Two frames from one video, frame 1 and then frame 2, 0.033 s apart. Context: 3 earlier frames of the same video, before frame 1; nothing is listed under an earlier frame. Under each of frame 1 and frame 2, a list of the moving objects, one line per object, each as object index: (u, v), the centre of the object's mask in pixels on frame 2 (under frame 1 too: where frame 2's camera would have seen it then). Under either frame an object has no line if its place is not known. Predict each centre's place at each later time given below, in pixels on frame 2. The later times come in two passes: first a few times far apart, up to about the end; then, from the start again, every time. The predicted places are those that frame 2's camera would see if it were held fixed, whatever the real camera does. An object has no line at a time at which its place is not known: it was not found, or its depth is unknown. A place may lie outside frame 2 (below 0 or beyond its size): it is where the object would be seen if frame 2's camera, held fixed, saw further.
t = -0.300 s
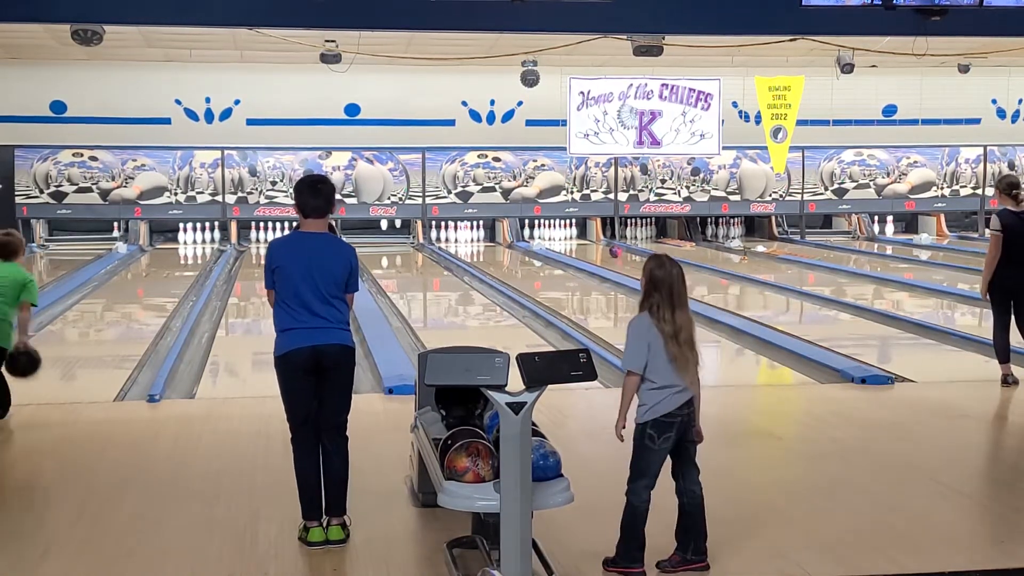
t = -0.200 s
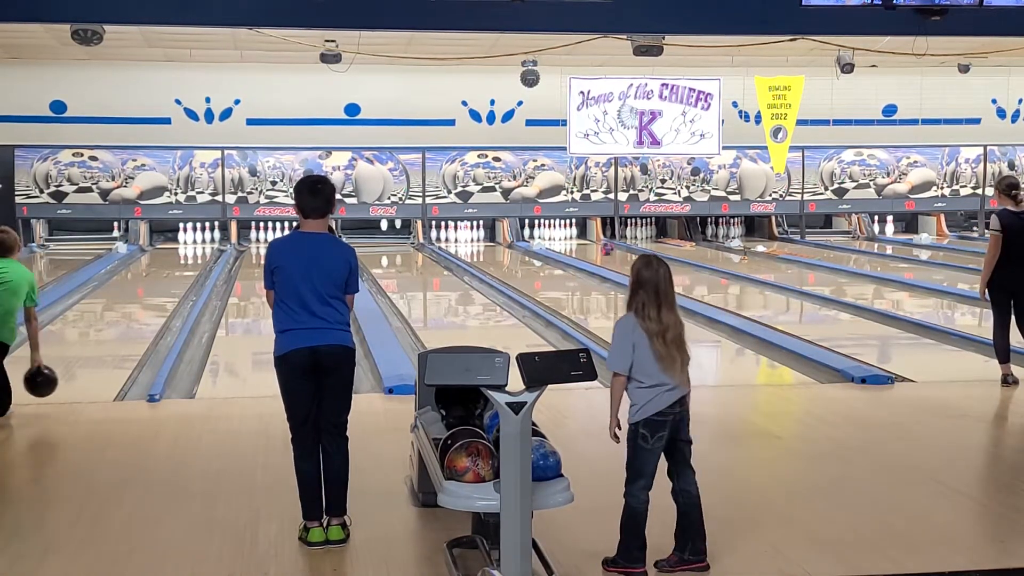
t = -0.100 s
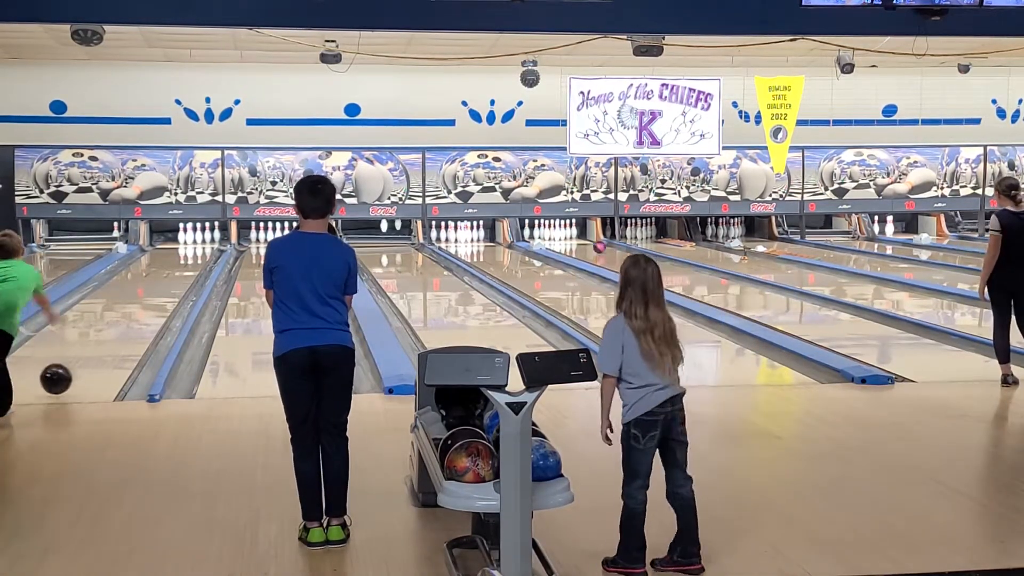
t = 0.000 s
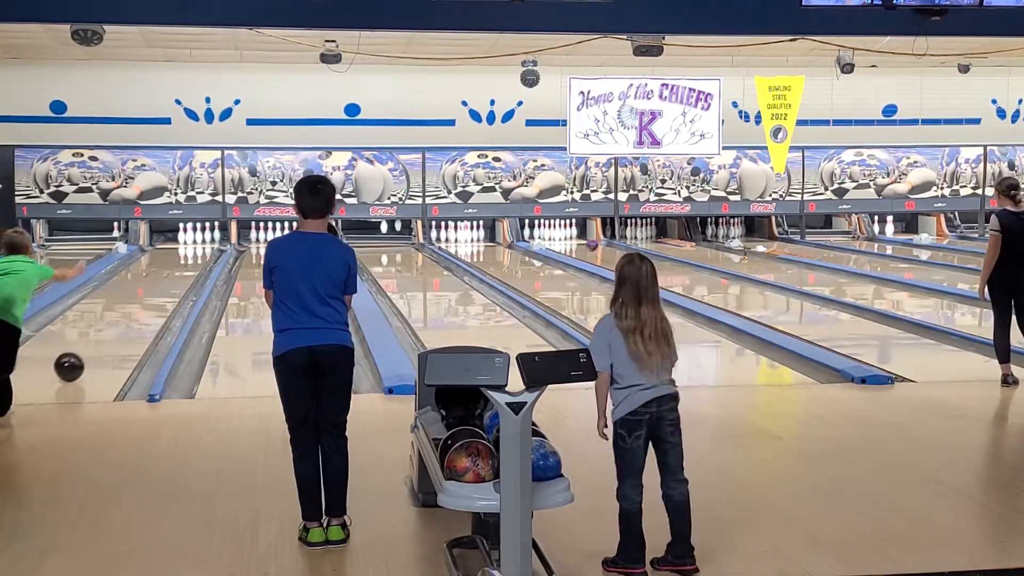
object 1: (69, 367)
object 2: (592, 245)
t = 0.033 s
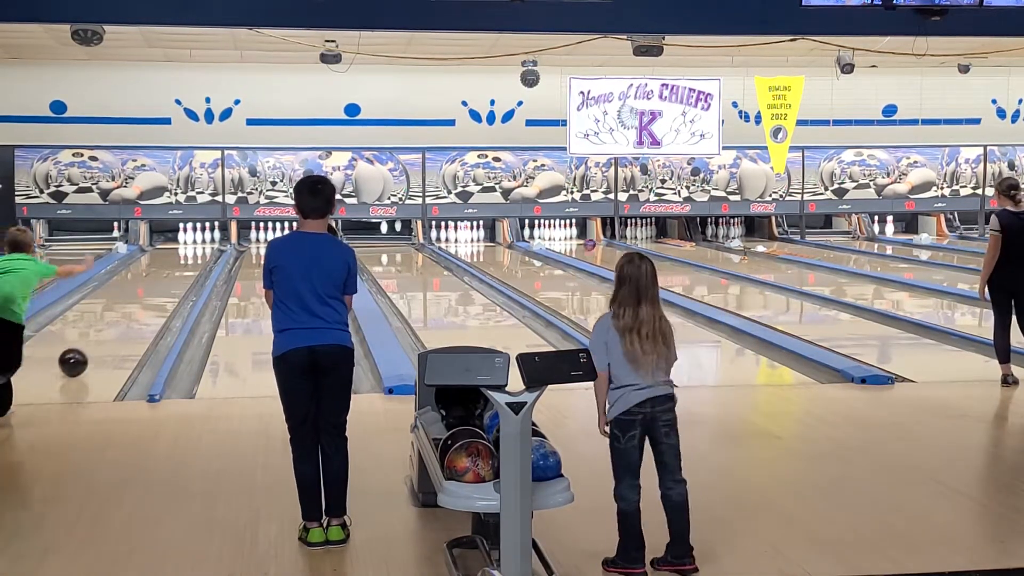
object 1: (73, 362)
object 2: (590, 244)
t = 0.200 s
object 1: (91, 341)
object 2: (578, 241)
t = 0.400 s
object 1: (108, 322)
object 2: (565, 238)
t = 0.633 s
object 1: (124, 304)
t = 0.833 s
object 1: (135, 292)
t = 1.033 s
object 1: (145, 282)
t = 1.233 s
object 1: (153, 274)
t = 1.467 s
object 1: (161, 265)
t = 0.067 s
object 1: (77, 358)
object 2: (587, 244)
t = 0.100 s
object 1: (80, 354)
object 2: (584, 243)
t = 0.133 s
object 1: (84, 349)
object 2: (583, 243)
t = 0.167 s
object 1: (87, 345)
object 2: (580, 242)
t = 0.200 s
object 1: (91, 341)
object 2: (578, 241)
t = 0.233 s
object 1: (94, 338)
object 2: (576, 241)
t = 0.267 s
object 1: (97, 334)
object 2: (574, 240)
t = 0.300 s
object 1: (100, 331)
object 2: (571, 240)
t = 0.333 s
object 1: (102, 328)
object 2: (569, 239)
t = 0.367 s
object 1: (105, 325)
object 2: (567, 239)
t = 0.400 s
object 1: (108, 322)
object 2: (565, 238)
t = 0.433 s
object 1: (110, 319)
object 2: (563, 237)
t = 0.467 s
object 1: (113, 316)
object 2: (561, 237)
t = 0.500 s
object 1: (115, 313)
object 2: (559, 237)
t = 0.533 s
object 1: (117, 311)
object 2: (558, 236)
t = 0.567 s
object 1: (119, 309)
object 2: (556, 236)
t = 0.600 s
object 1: (122, 306)
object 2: (554, 236)
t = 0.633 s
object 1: (124, 304)
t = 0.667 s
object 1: (126, 302)
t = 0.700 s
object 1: (128, 300)
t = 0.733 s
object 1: (130, 298)
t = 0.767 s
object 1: (131, 296)
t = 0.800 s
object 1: (133, 294)
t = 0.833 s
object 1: (135, 292)
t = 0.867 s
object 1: (137, 290)
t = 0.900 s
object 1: (139, 289)
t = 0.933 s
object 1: (140, 287)
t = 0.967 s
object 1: (142, 285)
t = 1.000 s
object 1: (143, 284)
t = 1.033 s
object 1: (145, 282)
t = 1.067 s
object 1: (146, 281)
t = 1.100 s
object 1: (148, 279)
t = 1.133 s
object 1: (149, 278)
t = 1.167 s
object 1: (150, 276)
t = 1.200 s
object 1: (152, 275)
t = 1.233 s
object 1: (153, 274)
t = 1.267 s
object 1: (154, 272)
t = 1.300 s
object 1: (155, 271)
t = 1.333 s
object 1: (156, 270)
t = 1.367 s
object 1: (158, 269)
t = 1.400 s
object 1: (159, 267)
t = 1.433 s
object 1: (160, 266)
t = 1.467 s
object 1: (161, 265)
